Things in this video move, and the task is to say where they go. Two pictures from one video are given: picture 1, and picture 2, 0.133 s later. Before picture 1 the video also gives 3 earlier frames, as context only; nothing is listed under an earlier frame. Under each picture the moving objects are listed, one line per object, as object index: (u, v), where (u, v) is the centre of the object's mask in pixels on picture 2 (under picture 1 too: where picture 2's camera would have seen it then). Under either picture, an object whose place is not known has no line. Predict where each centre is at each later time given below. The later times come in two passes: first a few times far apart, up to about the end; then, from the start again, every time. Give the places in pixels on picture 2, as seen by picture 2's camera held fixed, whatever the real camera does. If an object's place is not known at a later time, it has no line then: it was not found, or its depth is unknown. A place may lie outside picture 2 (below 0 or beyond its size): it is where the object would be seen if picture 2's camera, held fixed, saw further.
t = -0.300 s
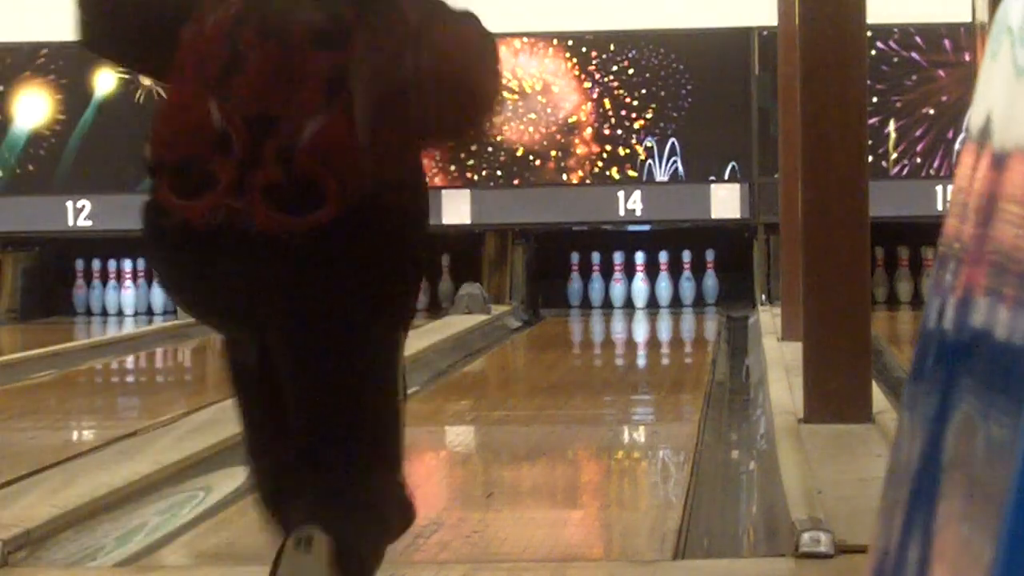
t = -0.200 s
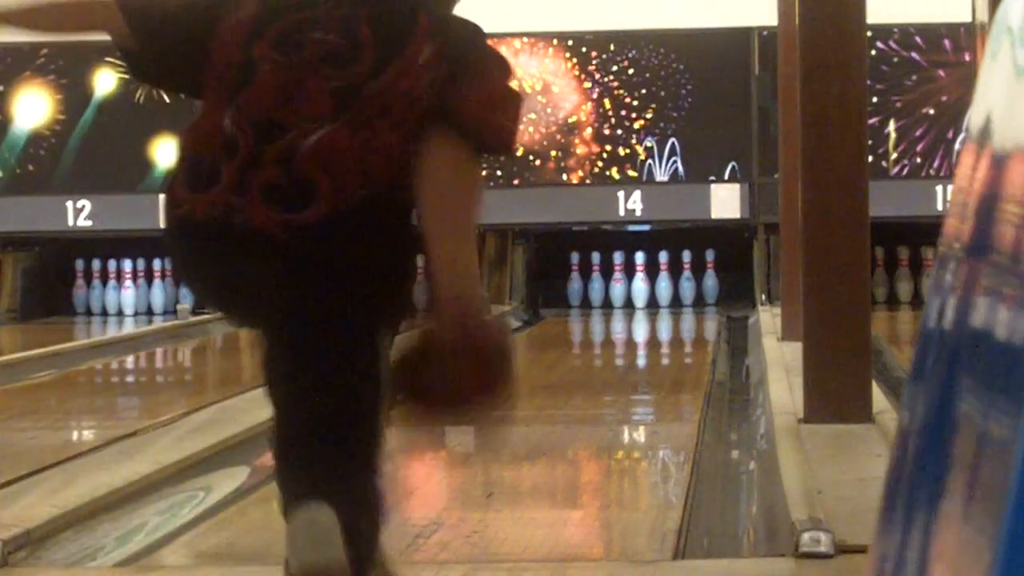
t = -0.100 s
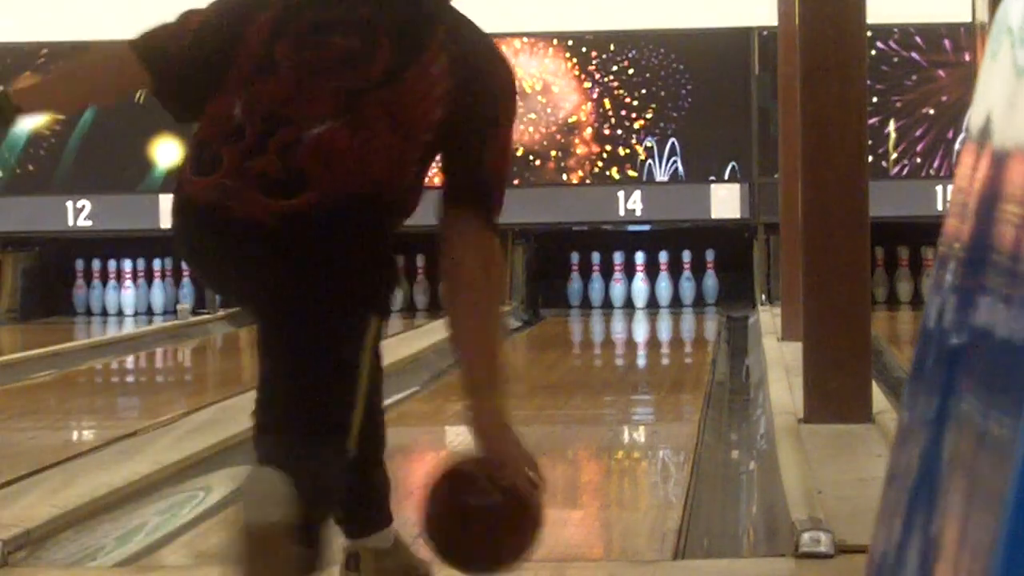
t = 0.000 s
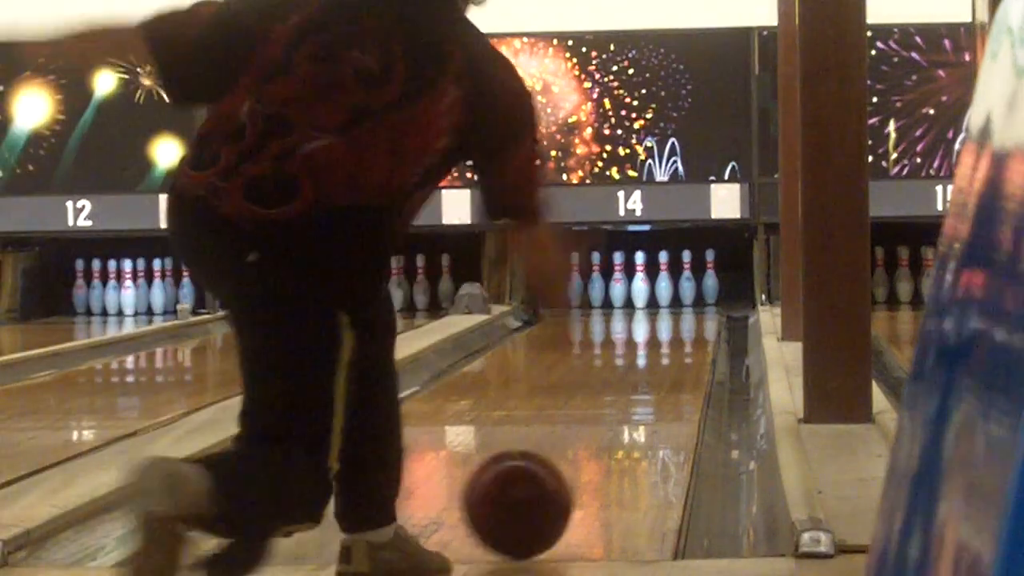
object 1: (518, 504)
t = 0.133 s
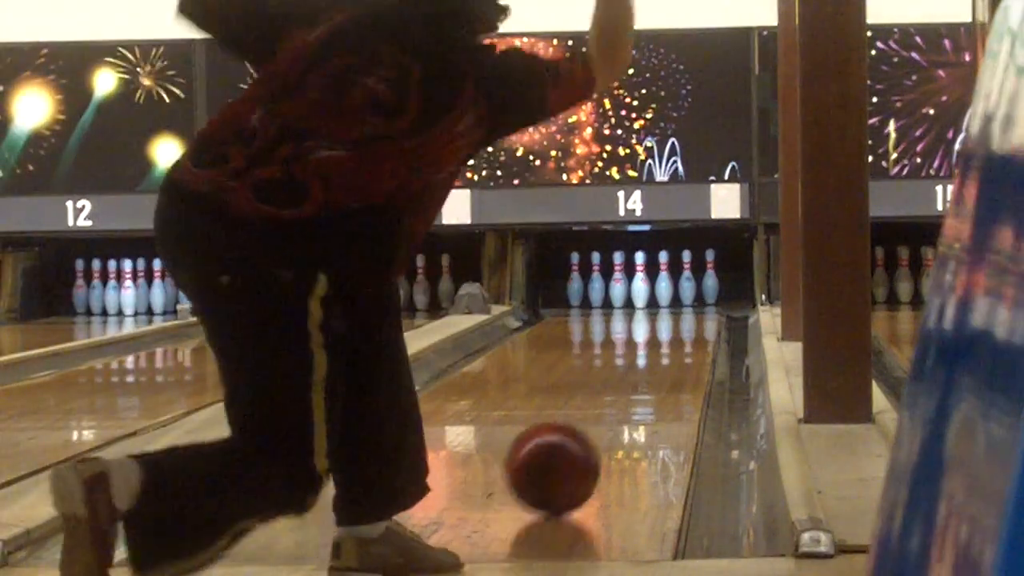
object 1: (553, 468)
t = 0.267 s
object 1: (578, 438)
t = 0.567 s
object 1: (615, 390)
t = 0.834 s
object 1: (634, 363)
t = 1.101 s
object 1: (647, 343)
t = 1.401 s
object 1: (654, 325)
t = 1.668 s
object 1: (657, 313)
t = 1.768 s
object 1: (656, 309)
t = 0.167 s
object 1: (560, 459)
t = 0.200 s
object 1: (566, 452)
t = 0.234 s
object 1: (572, 445)
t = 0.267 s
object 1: (578, 438)
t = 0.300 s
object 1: (583, 431)
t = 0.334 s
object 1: (588, 425)
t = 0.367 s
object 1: (593, 418)
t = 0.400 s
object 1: (597, 413)
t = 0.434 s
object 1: (601, 408)
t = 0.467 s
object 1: (604, 403)
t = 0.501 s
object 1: (608, 398)
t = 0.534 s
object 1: (612, 394)
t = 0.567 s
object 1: (615, 390)
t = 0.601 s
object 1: (617, 386)
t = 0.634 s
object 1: (621, 383)
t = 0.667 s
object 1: (623, 380)
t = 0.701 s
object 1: (625, 376)
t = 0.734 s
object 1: (627, 373)
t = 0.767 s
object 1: (630, 369)
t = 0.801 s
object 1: (632, 366)
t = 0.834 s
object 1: (634, 363)
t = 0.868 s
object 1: (636, 361)
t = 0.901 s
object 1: (638, 358)
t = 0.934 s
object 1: (640, 355)
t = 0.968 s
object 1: (641, 353)
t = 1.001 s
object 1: (643, 350)
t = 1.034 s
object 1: (644, 348)
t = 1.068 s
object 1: (645, 345)
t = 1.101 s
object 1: (647, 343)
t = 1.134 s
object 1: (648, 341)
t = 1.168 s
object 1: (649, 339)
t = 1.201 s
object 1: (650, 336)
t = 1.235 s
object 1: (650, 335)
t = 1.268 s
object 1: (651, 333)
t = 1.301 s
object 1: (652, 331)
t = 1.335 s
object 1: (653, 328)
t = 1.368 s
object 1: (653, 327)
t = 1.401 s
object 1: (654, 325)
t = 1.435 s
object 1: (654, 323)
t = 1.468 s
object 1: (655, 321)
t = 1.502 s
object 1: (655, 320)
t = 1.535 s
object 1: (656, 318)
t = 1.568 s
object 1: (656, 317)
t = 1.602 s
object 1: (656, 315)
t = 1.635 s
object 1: (656, 314)
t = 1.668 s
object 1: (657, 313)
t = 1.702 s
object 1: (657, 312)
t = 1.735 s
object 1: (656, 310)
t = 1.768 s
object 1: (656, 309)
